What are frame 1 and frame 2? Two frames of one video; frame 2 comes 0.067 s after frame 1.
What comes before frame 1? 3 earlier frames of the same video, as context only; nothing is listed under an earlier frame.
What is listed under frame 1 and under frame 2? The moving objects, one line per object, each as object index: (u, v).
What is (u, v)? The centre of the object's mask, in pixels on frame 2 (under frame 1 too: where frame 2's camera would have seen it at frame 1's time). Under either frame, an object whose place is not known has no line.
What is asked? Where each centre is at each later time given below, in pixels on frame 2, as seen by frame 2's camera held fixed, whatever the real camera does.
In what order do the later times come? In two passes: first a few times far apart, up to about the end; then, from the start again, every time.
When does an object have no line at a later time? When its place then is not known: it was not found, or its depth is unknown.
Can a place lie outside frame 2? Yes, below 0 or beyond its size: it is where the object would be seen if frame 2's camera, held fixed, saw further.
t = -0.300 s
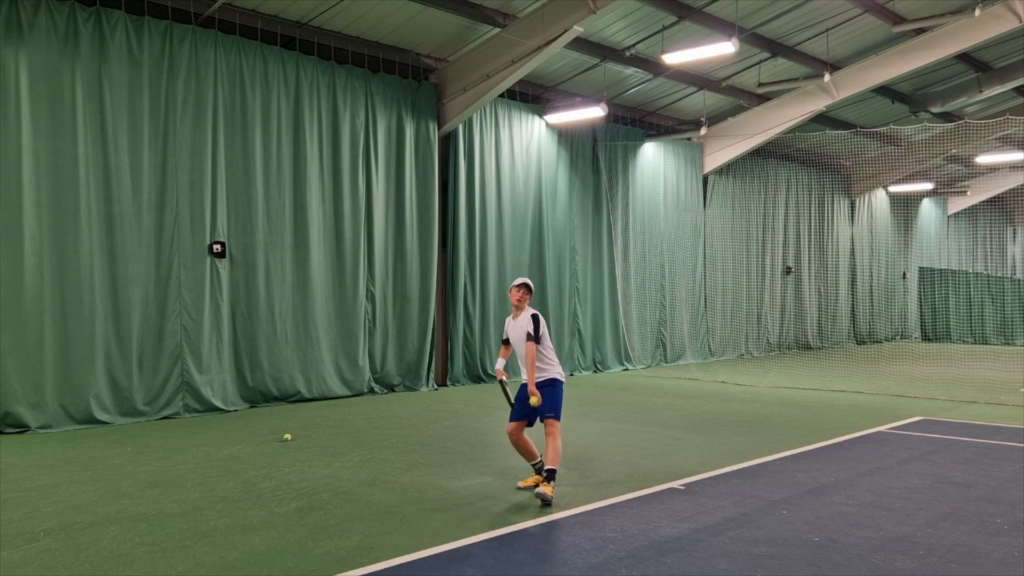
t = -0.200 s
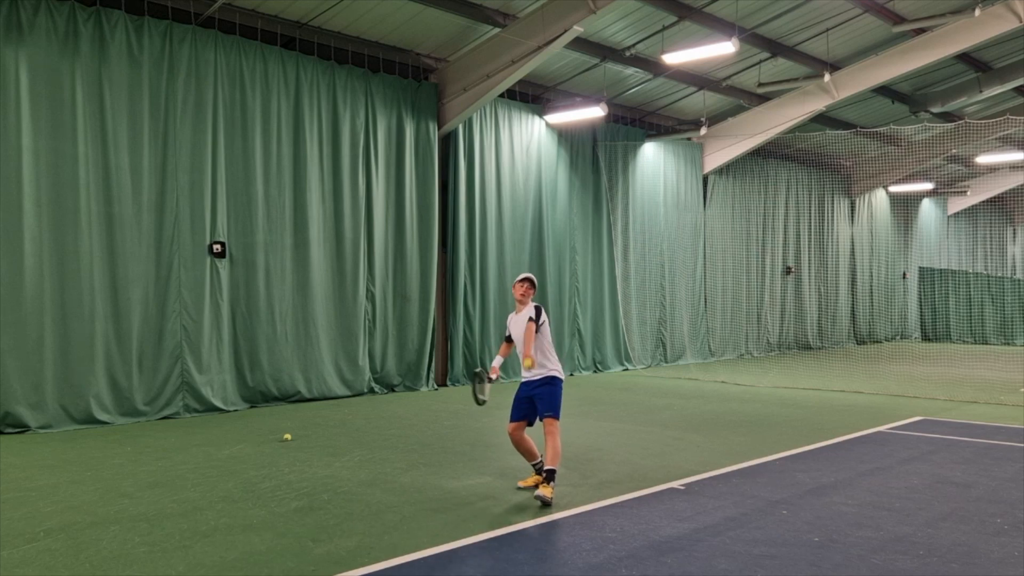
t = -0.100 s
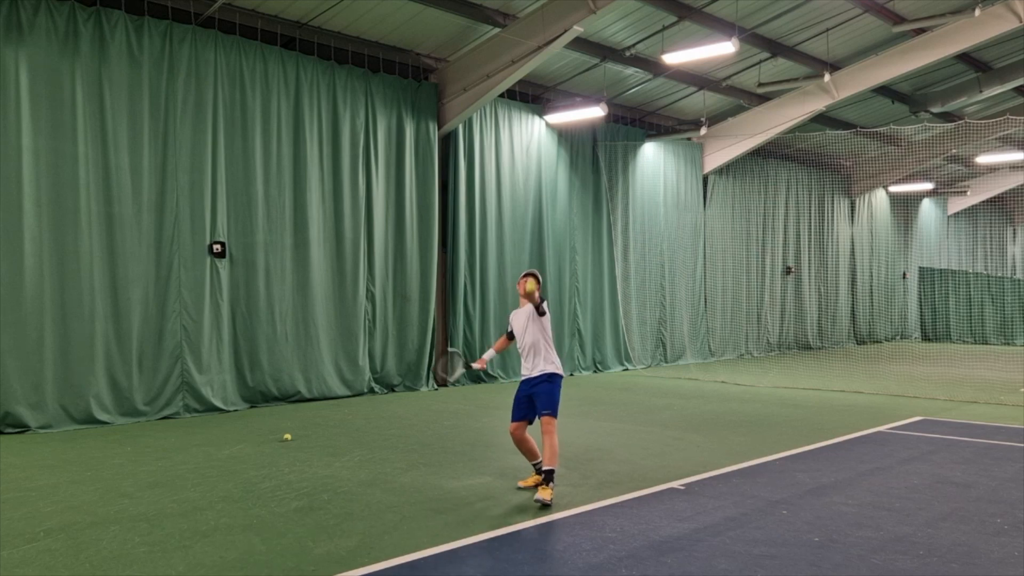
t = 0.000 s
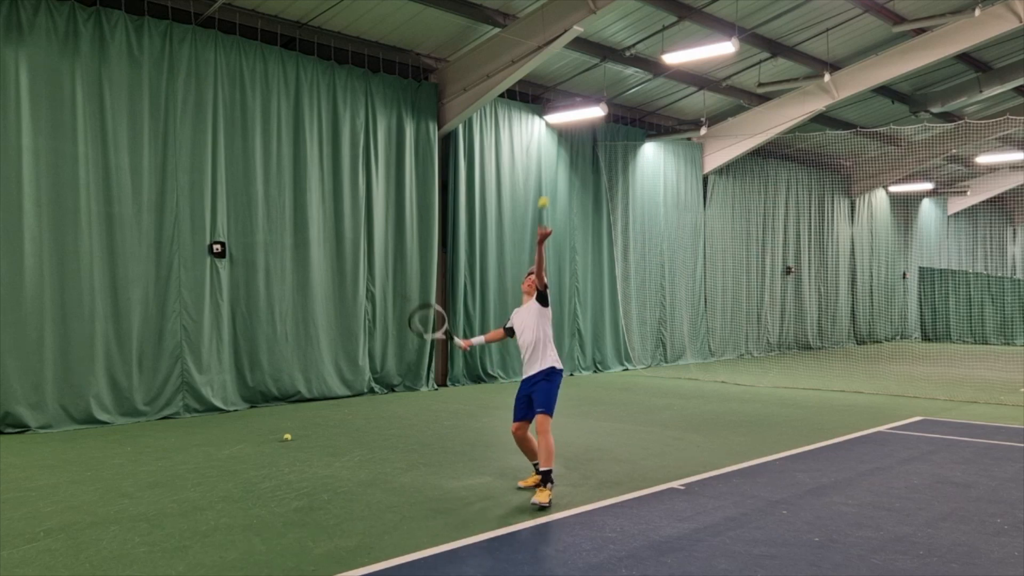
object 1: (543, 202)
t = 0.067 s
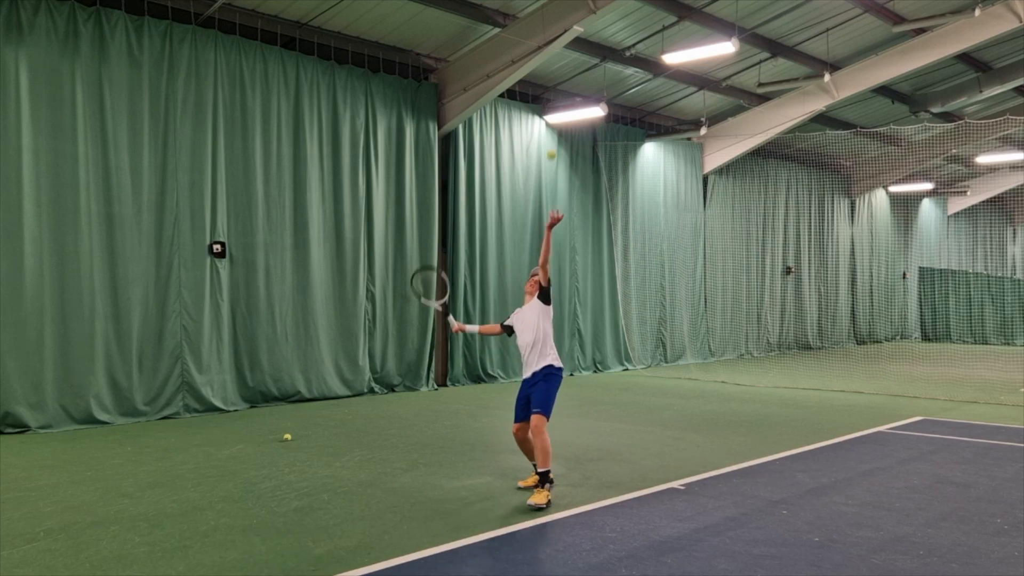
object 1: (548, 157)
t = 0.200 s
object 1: (568, 79)
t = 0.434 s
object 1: (598, 8)
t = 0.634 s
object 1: (623, 14)
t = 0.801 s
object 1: (644, 65)
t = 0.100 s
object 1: (556, 132)
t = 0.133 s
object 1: (560, 111)
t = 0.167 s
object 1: (564, 95)
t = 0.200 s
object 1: (568, 79)
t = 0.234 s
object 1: (572, 63)
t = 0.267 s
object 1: (576, 50)
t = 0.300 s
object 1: (581, 38)
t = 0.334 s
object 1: (585, 28)
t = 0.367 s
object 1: (590, 20)
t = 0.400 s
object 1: (593, 13)
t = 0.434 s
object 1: (598, 8)
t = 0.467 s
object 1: (602, 6)
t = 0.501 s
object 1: (606, 5)
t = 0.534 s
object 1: (610, 5)
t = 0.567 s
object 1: (615, 6)
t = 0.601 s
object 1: (619, 9)
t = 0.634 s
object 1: (623, 14)
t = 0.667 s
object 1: (627, 21)
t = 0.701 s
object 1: (631, 30)
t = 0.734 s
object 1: (636, 40)
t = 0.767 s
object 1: (640, 52)
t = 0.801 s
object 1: (644, 65)
